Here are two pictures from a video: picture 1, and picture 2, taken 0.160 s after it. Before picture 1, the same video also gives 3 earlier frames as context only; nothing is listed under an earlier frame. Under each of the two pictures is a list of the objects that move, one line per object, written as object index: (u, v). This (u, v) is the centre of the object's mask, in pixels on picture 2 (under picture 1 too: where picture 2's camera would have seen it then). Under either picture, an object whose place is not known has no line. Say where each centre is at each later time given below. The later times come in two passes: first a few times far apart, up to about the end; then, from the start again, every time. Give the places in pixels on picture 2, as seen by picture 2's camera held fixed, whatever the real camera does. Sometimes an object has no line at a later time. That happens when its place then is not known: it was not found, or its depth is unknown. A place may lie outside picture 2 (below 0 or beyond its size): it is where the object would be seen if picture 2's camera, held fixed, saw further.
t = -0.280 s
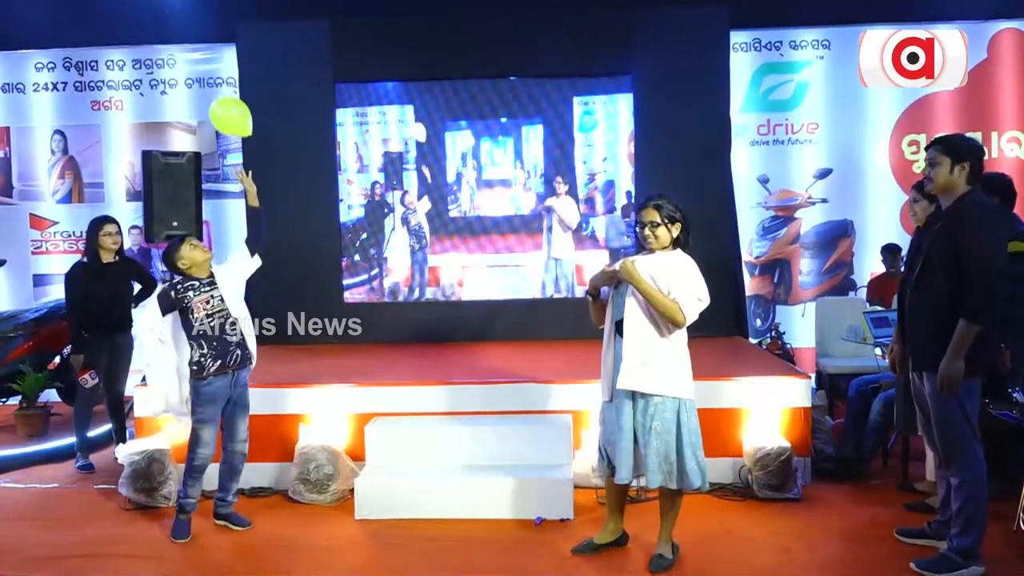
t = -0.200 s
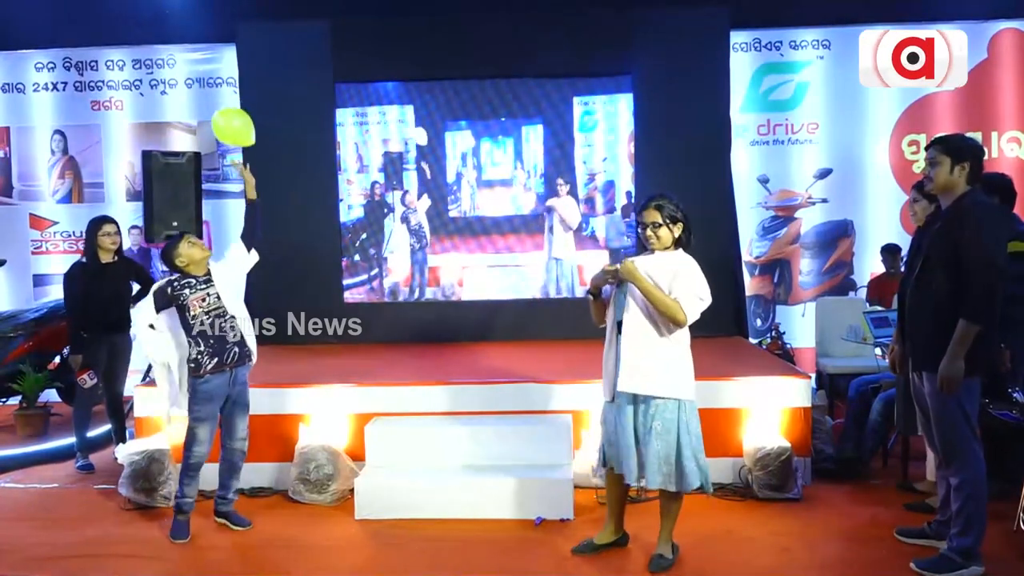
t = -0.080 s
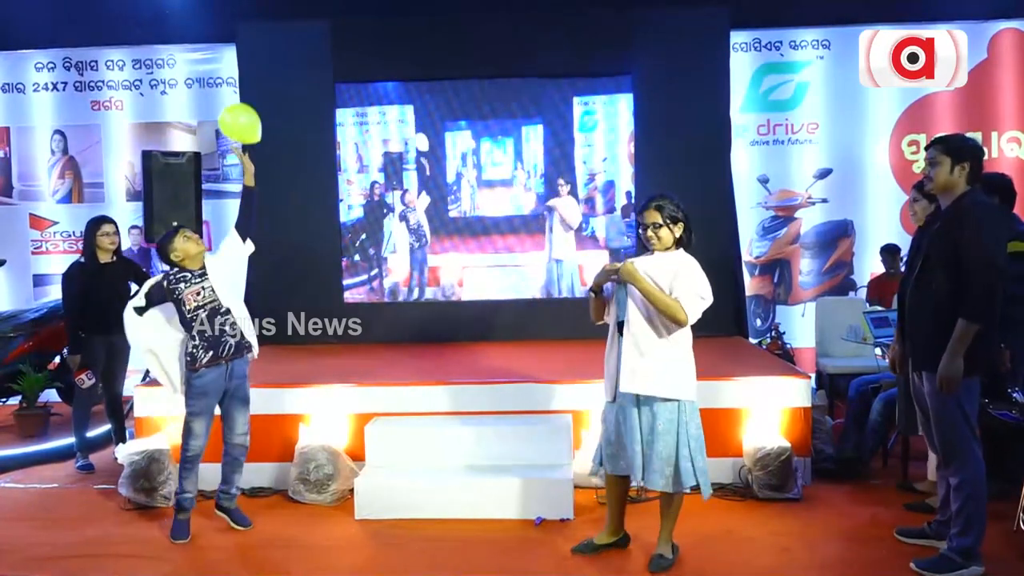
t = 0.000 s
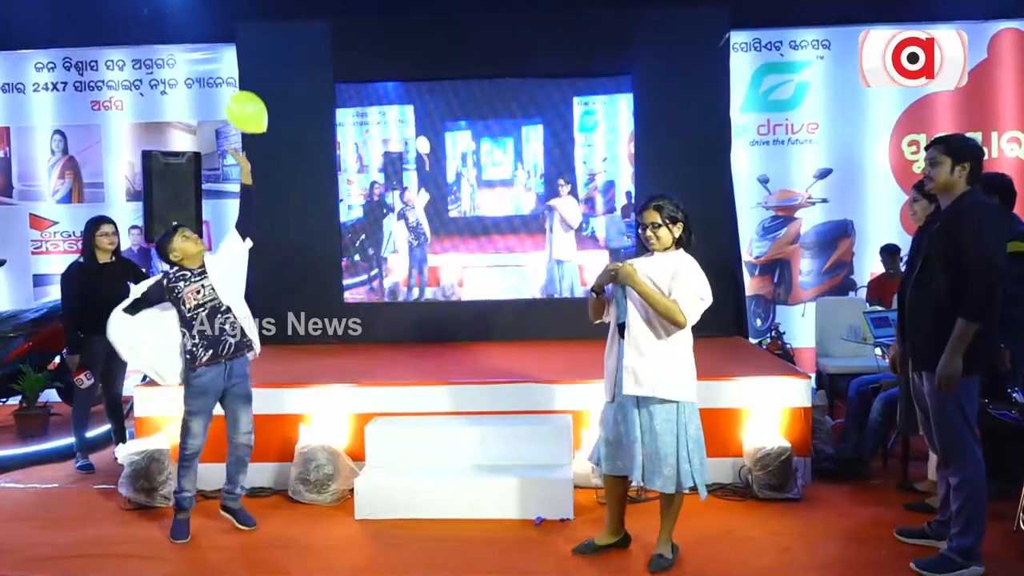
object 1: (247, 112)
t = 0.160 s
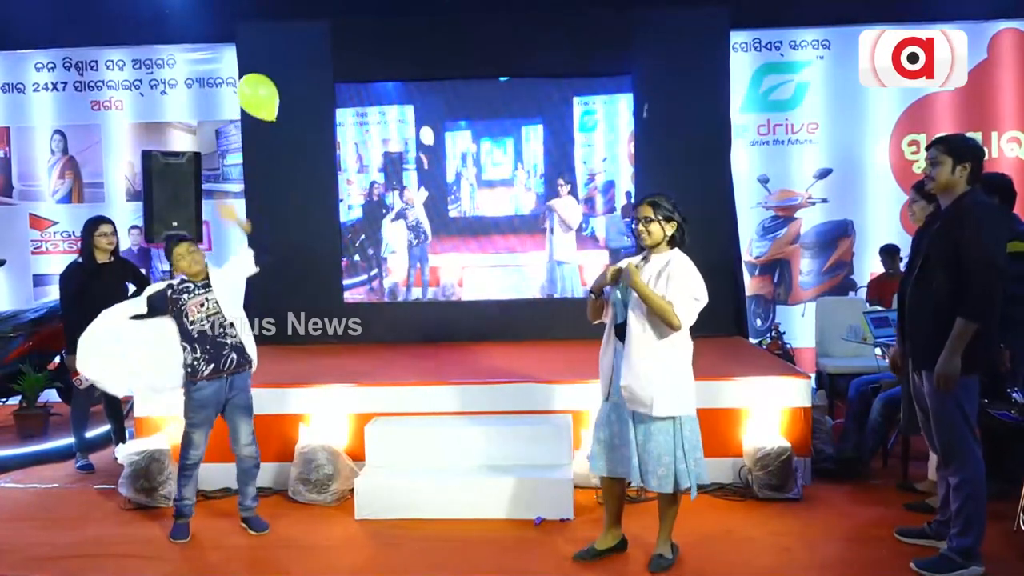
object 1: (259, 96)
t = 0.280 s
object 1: (267, 89)
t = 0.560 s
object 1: (286, 90)
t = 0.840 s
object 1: (301, 114)
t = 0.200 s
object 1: (261, 94)
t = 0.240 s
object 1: (264, 91)
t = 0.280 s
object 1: (267, 89)
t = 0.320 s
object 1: (270, 88)
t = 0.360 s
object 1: (272, 87)
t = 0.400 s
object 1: (275, 87)
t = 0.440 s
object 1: (278, 87)
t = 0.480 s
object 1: (281, 88)
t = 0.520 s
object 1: (283, 89)
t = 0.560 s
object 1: (286, 90)
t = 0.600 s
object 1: (288, 92)
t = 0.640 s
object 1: (291, 95)
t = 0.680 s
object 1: (293, 98)
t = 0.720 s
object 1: (295, 101)
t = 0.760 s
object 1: (297, 105)
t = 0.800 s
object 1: (299, 109)
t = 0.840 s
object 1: (301, 114)
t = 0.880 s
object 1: (302, 119)
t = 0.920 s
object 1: (304, 125)
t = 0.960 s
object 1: (305, 131)
